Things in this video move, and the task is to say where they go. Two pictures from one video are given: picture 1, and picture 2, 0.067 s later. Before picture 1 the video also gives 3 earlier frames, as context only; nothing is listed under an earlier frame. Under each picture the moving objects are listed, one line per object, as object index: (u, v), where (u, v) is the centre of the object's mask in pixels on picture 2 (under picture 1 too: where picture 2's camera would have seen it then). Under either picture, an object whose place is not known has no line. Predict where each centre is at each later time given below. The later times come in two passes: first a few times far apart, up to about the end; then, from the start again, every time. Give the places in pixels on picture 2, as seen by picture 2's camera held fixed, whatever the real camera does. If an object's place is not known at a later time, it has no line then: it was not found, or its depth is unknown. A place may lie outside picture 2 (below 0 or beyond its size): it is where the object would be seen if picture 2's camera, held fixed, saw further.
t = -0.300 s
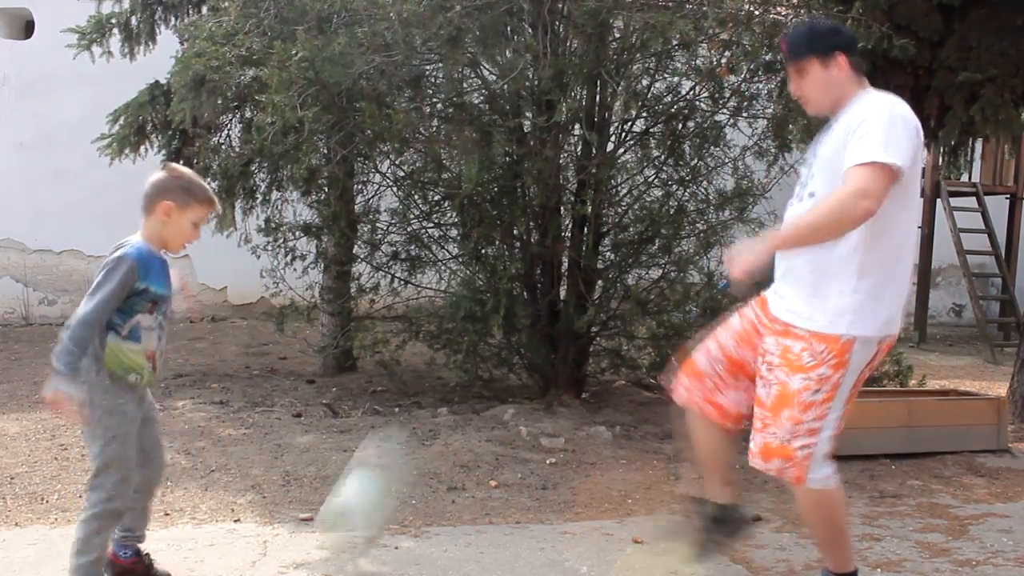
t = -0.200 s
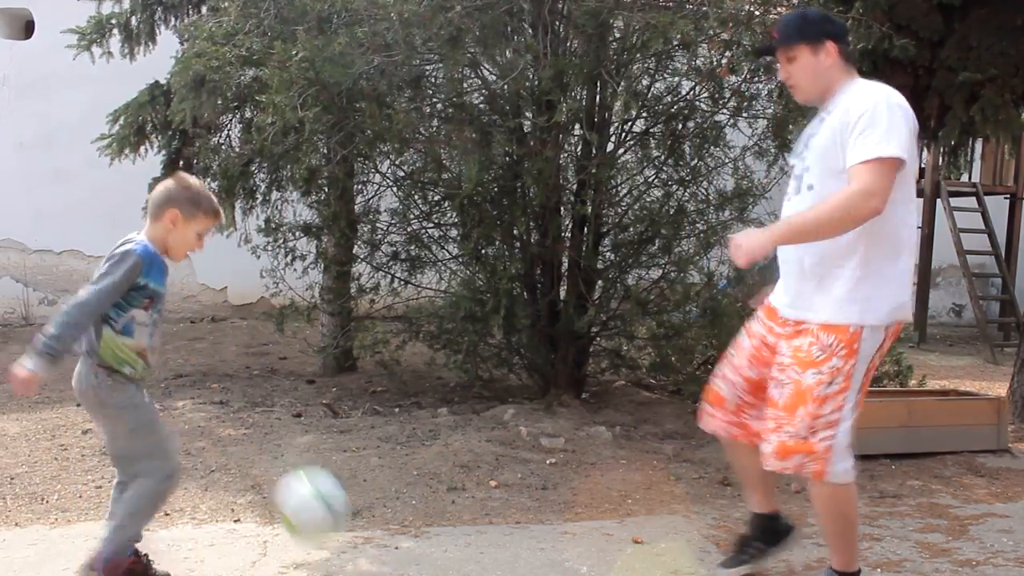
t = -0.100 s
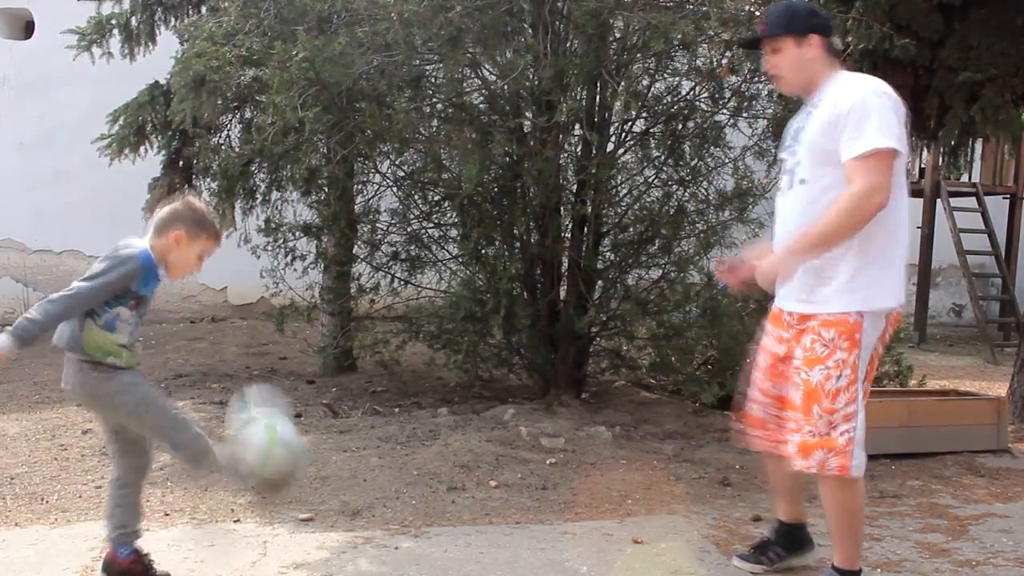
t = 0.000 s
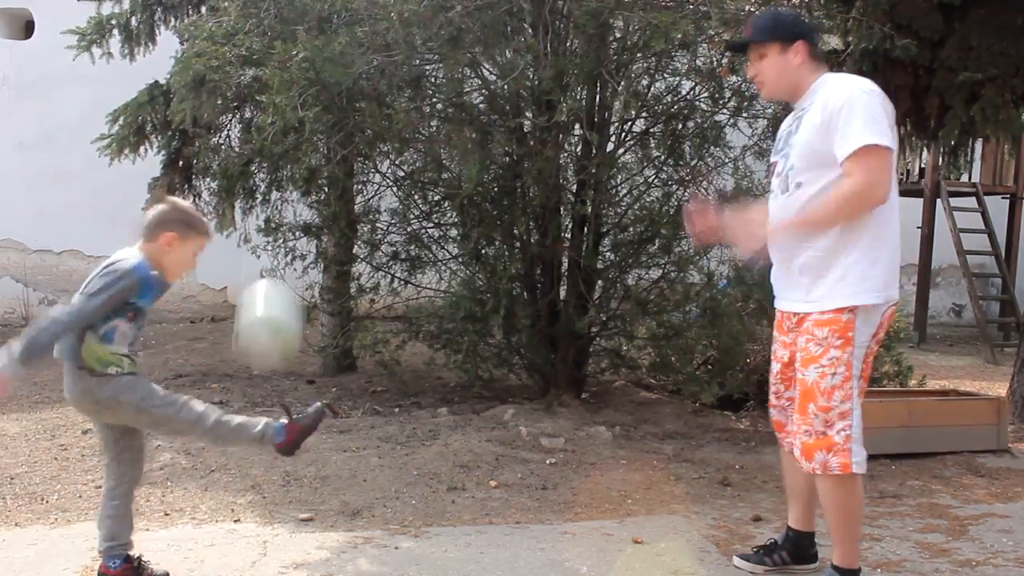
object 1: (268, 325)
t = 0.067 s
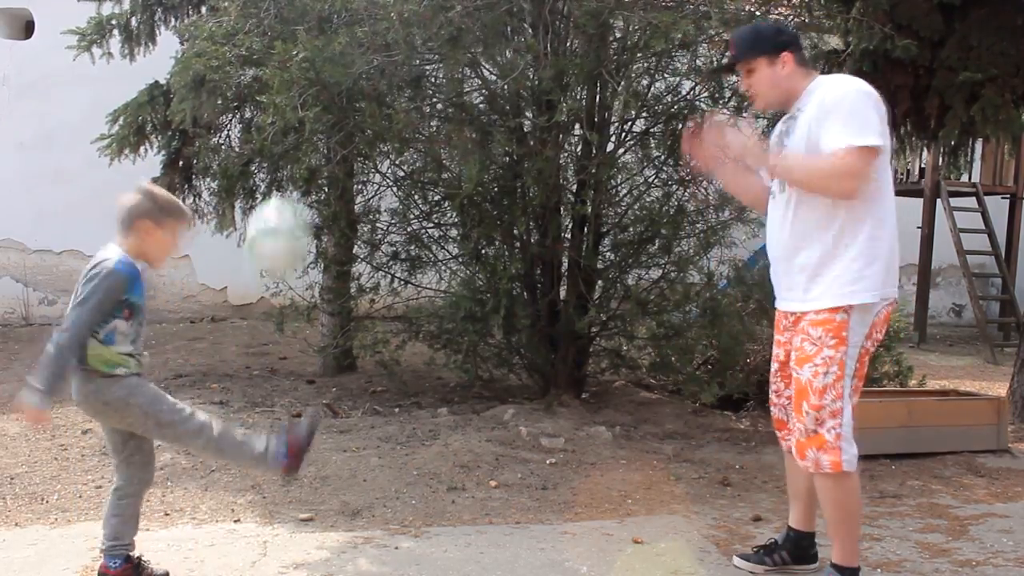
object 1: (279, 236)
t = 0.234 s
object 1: (299, 135)
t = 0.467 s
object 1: (317, 117)
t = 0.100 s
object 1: (284, 204)
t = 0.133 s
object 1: (286, 191)
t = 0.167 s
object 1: (289, 171)
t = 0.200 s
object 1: (295, 153)
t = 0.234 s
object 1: (299, 135)
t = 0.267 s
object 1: (303, 121)
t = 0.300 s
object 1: (306, 113)
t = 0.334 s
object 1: (308, 109)
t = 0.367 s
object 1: (310, 106)
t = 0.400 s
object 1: (312, 106)
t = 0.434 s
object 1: (315, 110)
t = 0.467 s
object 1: (317, 117)
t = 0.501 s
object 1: (318, 124)
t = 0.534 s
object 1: (321, 137)
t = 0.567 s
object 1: (323, 151)
